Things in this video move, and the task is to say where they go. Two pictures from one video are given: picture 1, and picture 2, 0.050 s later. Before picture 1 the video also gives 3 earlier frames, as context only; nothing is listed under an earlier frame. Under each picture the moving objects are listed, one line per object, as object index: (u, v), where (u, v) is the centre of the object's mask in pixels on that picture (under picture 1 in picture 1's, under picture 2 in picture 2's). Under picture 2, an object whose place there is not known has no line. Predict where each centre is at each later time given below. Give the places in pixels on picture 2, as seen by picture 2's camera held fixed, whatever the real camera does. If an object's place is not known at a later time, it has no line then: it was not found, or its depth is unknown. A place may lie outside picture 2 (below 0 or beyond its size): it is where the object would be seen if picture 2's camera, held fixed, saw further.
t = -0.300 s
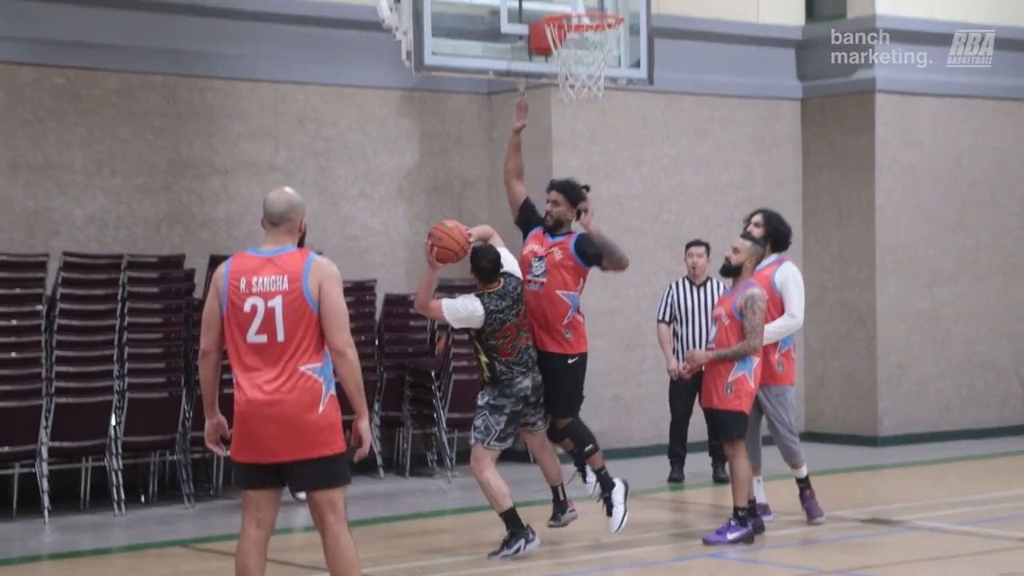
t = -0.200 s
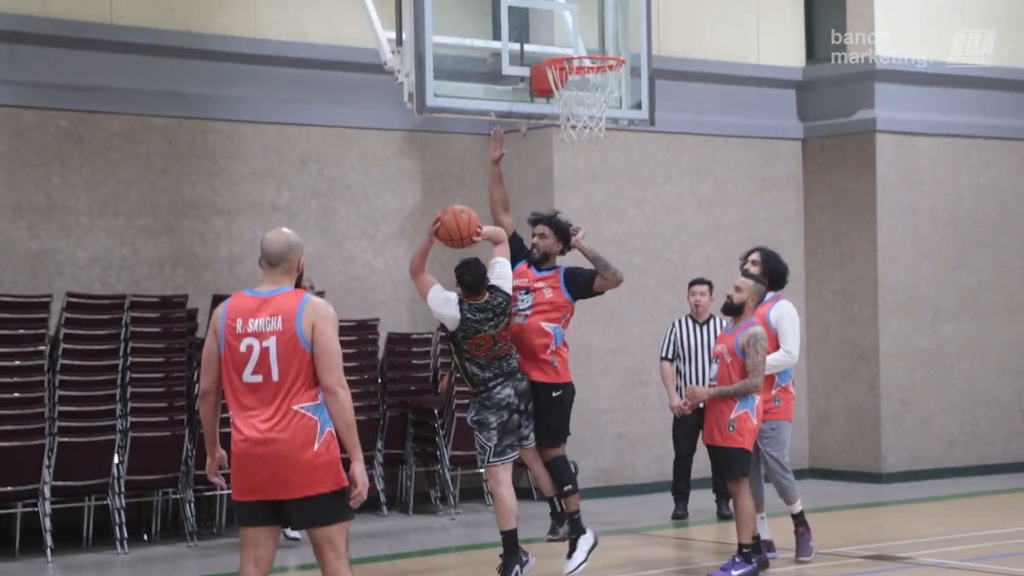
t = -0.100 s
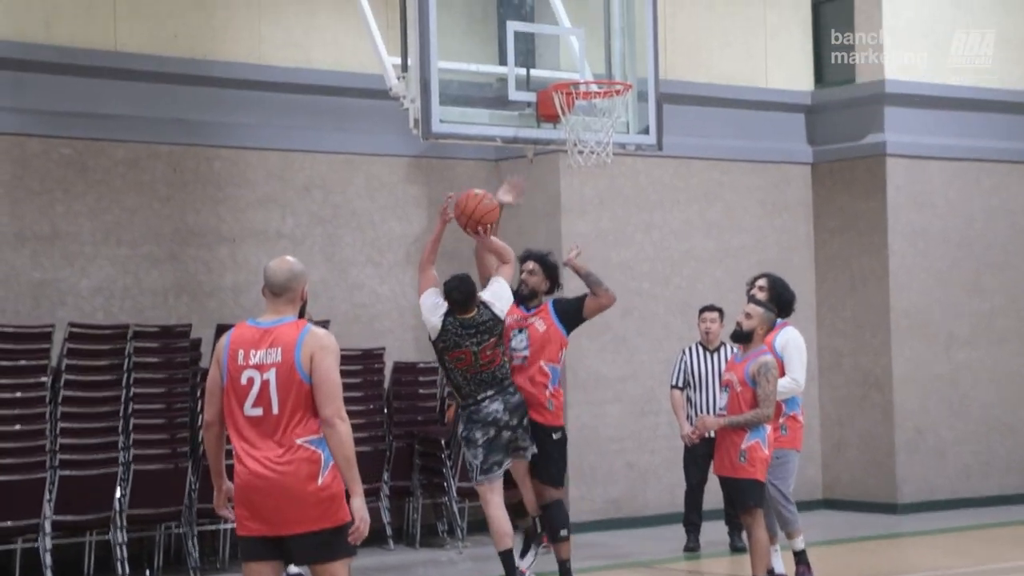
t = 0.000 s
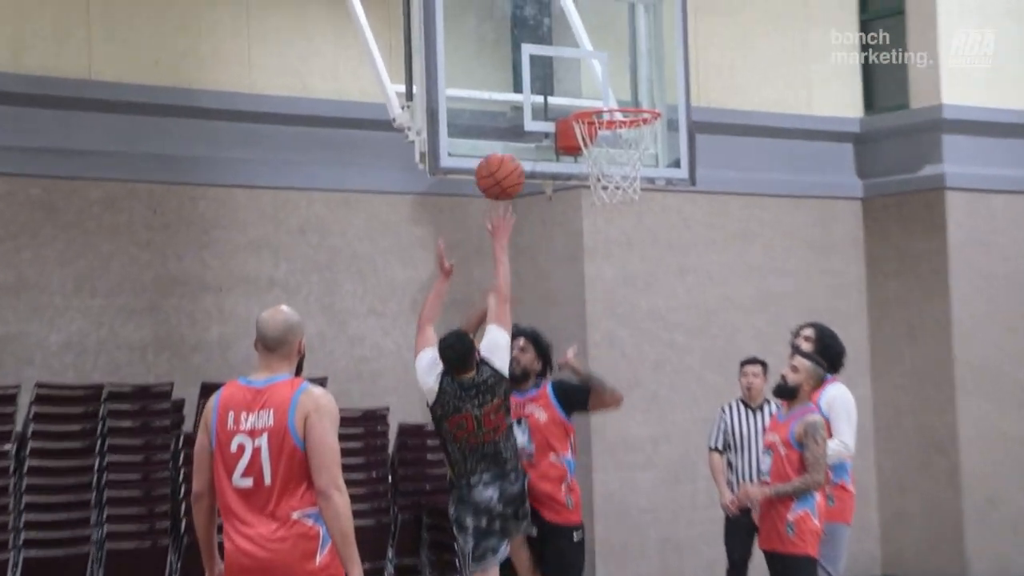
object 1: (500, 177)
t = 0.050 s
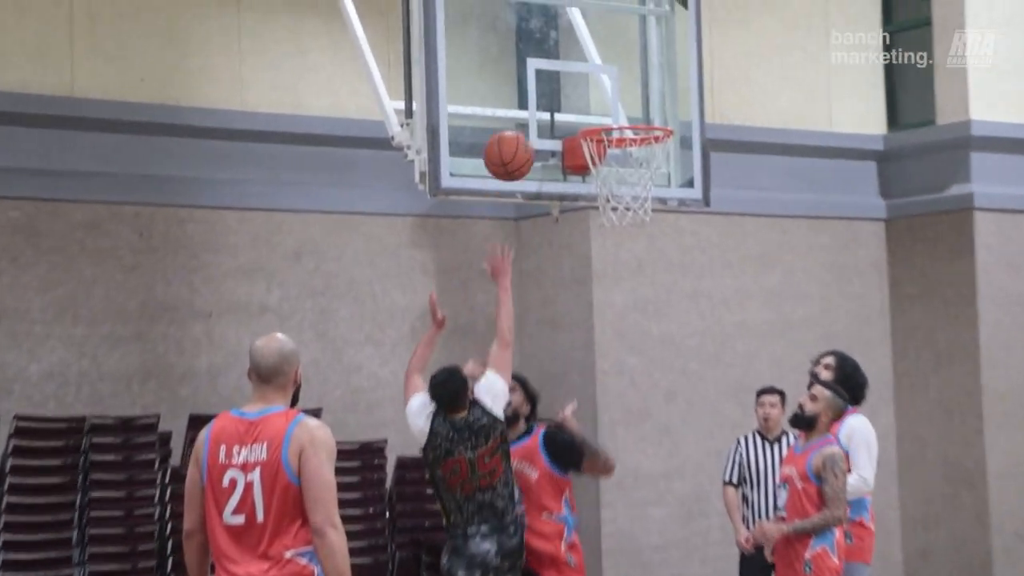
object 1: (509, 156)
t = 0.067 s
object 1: (510, 143)
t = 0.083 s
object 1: (512, 132)
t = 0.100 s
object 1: (514, 121)
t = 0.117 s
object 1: (516, 111)
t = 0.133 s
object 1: (517, 101)
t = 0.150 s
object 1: (519, 92)
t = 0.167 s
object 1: (520, 83)
